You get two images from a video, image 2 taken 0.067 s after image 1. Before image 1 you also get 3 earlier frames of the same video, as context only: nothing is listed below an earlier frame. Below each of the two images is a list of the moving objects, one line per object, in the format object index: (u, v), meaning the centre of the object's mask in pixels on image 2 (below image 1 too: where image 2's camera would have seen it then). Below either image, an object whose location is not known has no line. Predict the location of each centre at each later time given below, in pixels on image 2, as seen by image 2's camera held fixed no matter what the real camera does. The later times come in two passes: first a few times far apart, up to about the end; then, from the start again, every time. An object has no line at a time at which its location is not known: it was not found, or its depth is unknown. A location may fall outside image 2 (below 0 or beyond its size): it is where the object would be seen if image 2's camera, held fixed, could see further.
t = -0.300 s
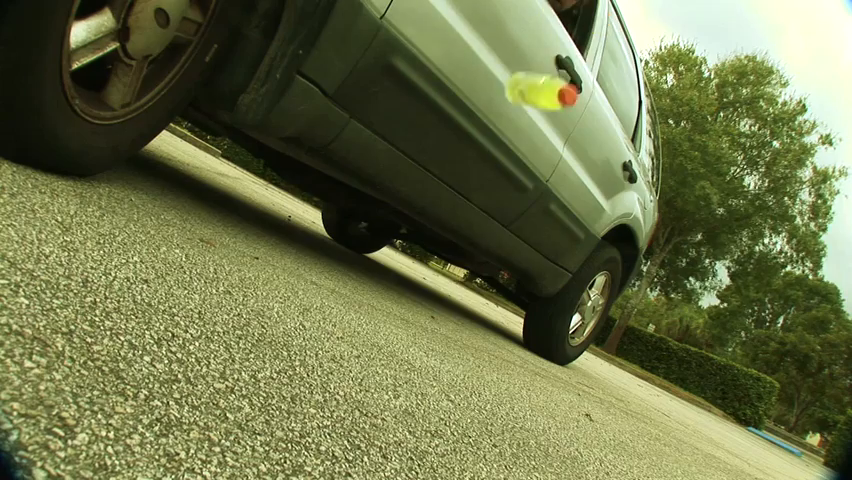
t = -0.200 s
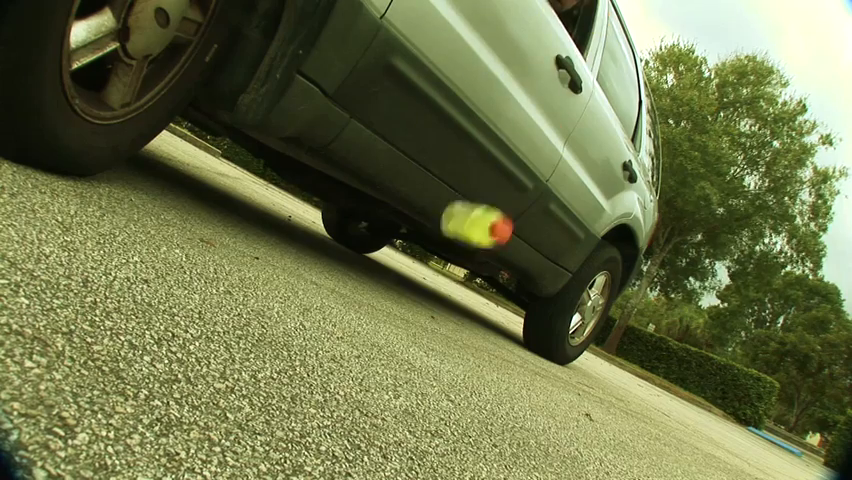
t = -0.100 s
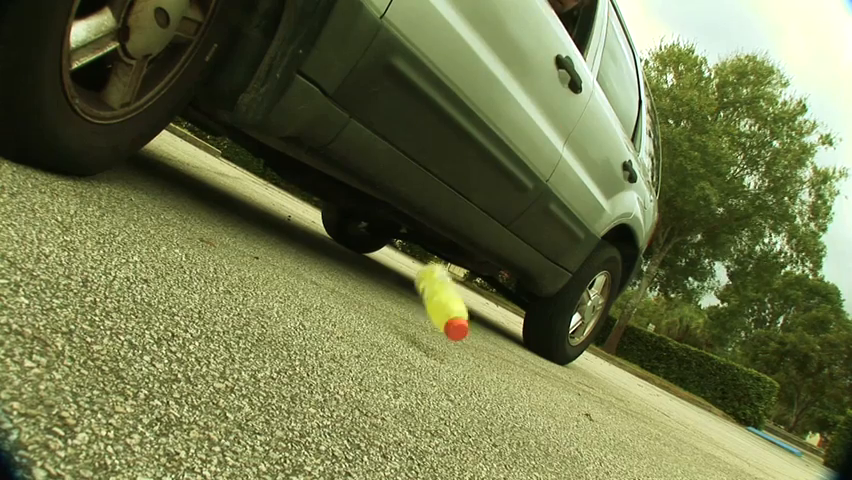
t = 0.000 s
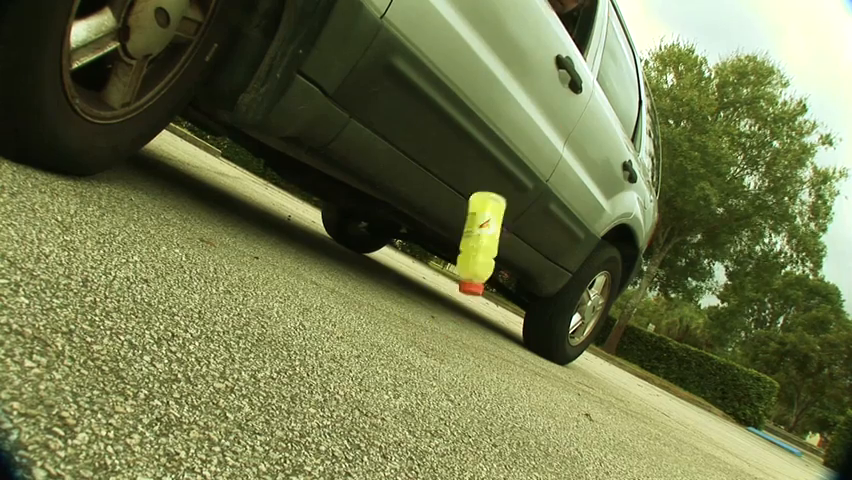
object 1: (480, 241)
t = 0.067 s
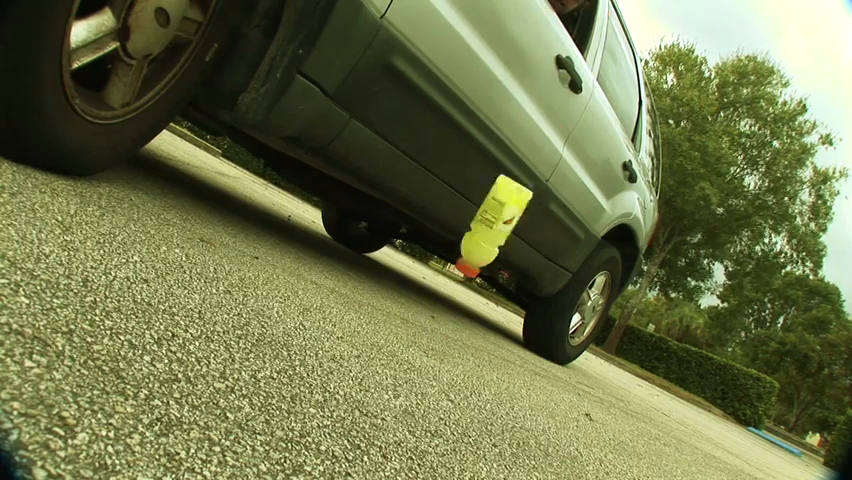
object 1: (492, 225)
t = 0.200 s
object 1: (491, 252)
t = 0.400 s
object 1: (432, 351)
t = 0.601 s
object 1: (410, 345)
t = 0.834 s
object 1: (386, 338)
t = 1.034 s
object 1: (367, 332)
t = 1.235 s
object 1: (349, 327)
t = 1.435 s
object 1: (331, 321)
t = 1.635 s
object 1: (314, 316)
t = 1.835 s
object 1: (300, 311)
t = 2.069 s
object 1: (280, 305)
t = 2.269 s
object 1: (263, 301)
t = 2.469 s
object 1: (247, 296)
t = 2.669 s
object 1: (232, 291)
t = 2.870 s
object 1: (230, 290)
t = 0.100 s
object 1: (495, 223)
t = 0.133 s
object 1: (496, 226)
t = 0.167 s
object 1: (495, 235)
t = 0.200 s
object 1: (491, 252)
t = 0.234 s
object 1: (483, 275)
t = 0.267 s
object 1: (469, 305)
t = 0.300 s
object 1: (452, 340)
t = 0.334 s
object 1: (444, 352)
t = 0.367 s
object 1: (439, 349)
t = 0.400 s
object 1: (432, 351)
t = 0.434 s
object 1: (428, 350)
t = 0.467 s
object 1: (424, 349)
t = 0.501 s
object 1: (421, 348)
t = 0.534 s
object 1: (418, 347)
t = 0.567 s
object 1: (414, 346)
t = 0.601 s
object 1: (410, 345)
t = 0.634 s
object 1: (407, 344)
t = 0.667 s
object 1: (404, 343)
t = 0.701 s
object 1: (400, 342)
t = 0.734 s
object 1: (397, 341)
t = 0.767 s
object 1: (393, 340)
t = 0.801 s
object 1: (390, 339)
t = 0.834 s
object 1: (386, 338)
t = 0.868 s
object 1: (383, 337)
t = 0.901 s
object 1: (380, 336)
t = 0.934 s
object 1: (376, 335)
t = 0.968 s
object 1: (373, 333)
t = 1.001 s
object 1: (370, 333)
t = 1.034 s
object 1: (367, 332)
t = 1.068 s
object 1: (364, 330)
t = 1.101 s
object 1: (360, 330)
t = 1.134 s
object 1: (357, 329)
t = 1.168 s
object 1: (354, 327)
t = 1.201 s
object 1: (351, 327)
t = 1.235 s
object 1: (349, 327)
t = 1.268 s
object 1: (346, 326)
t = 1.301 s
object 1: (343, 325)
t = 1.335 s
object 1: (340, 324)
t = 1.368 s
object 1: (337, 323)
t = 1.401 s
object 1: (334, 322)
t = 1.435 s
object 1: (331, 321)
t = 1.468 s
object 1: (329, 320)
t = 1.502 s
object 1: (326, 320)
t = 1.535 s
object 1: (323, 319)
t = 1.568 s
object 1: (320, 318)
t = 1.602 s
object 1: (317, 316)
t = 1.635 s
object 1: (314, 316)
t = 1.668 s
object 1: (311, 315)
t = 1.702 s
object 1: (309, 314)
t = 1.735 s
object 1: (307, 313)
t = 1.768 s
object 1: (305, 312)
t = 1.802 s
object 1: (302, 312)
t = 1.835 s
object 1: (300, 311)
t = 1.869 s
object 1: (297, 310)
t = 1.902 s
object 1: (294, 309)
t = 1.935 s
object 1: (291, 308)
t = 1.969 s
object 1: (288, 308)
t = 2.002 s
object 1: (285, 307)
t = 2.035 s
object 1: (282, 307)
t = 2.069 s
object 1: (280, 305)
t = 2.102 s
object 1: (277, 304)
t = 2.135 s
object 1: (274, 303)
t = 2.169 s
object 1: (272, 302)
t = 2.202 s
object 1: (268, 302)
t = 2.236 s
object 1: (265, 301)
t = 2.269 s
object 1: (263, 301)
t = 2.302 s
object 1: (260, 300)
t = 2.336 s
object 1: (258, 299)
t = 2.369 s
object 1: (255, 299)
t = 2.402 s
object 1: (252, 297)
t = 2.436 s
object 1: (249, 296)
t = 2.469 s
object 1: (247, 296)
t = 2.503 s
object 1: (244, 295)
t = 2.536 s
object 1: (242, 294)
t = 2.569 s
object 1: (239, 293)
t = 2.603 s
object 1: (237, 293)
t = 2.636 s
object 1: (234, 292)
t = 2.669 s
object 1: (232, 291)
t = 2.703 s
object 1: (230, 290)
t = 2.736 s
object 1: (229, 290)
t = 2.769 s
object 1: (229, 290)
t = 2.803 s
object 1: (229, 290)
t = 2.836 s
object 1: (229, 290)
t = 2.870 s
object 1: (230, 290)
